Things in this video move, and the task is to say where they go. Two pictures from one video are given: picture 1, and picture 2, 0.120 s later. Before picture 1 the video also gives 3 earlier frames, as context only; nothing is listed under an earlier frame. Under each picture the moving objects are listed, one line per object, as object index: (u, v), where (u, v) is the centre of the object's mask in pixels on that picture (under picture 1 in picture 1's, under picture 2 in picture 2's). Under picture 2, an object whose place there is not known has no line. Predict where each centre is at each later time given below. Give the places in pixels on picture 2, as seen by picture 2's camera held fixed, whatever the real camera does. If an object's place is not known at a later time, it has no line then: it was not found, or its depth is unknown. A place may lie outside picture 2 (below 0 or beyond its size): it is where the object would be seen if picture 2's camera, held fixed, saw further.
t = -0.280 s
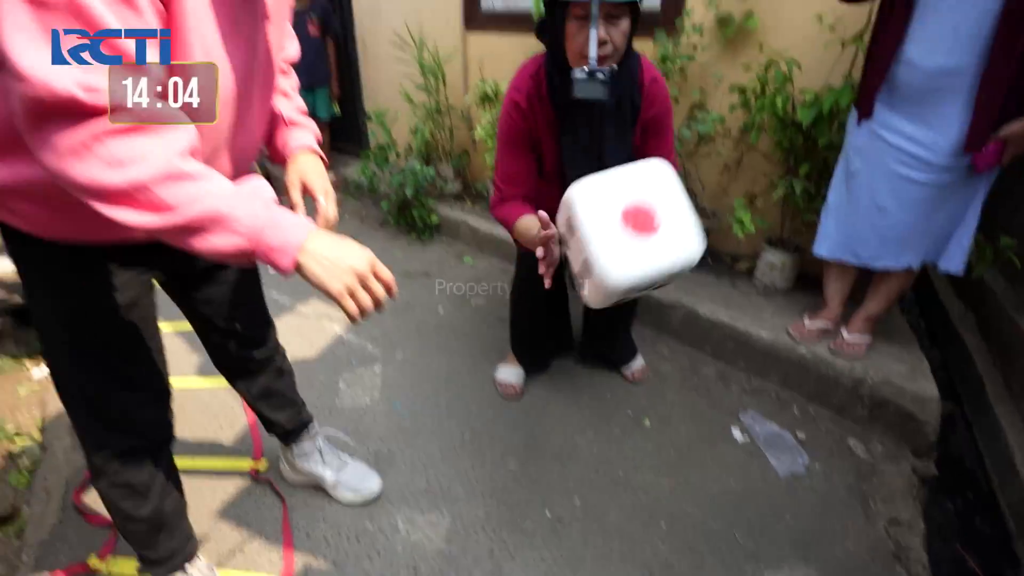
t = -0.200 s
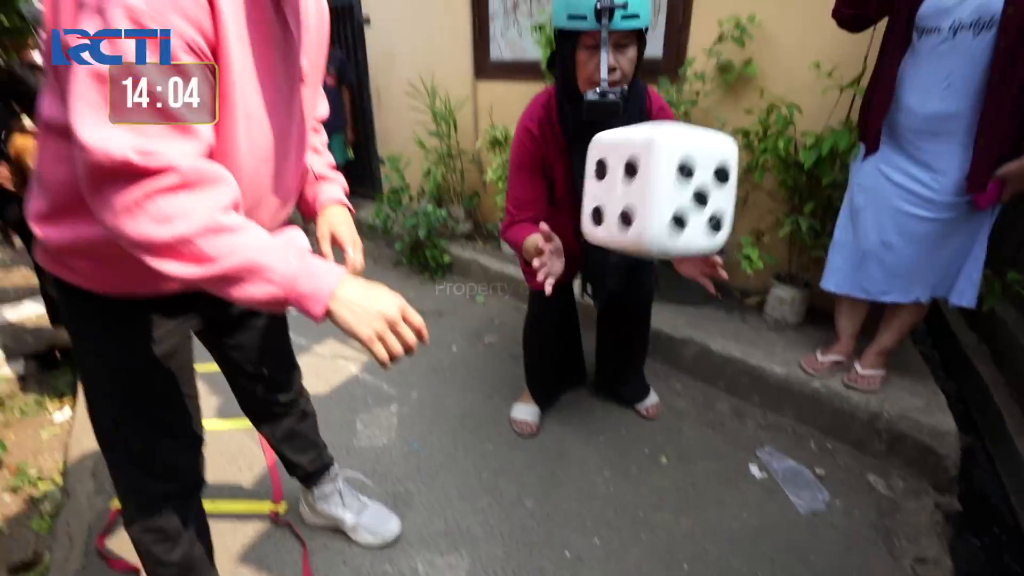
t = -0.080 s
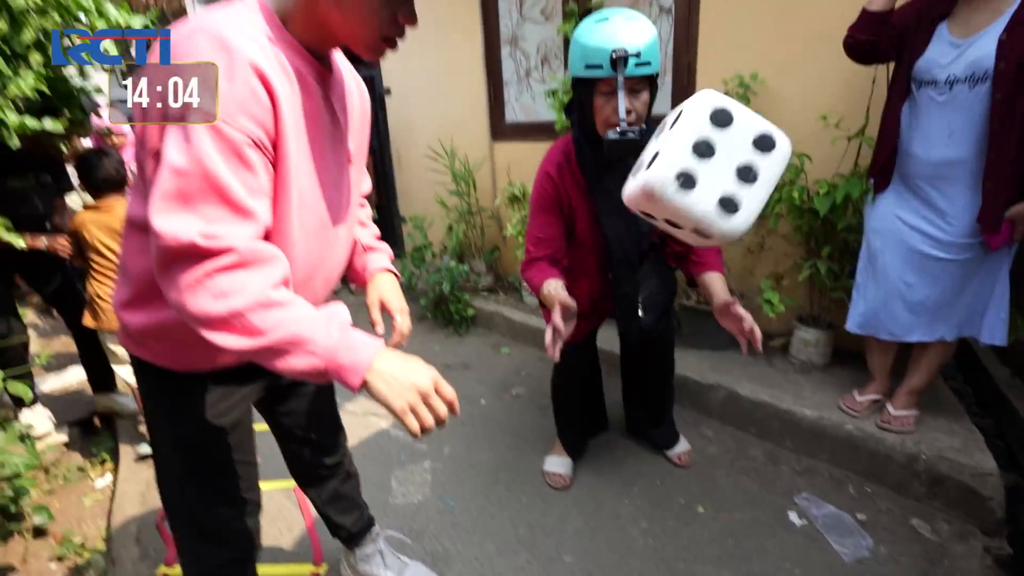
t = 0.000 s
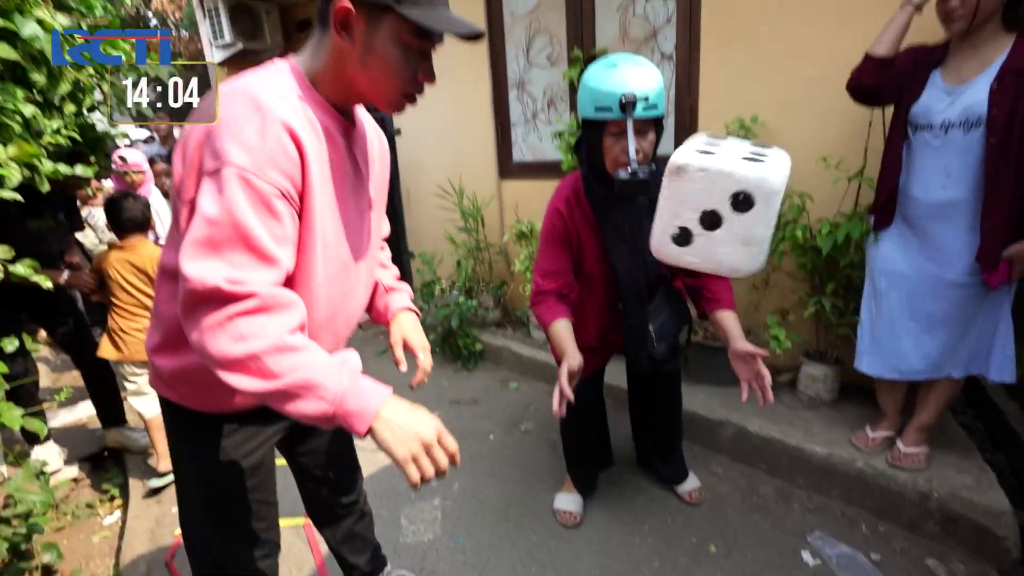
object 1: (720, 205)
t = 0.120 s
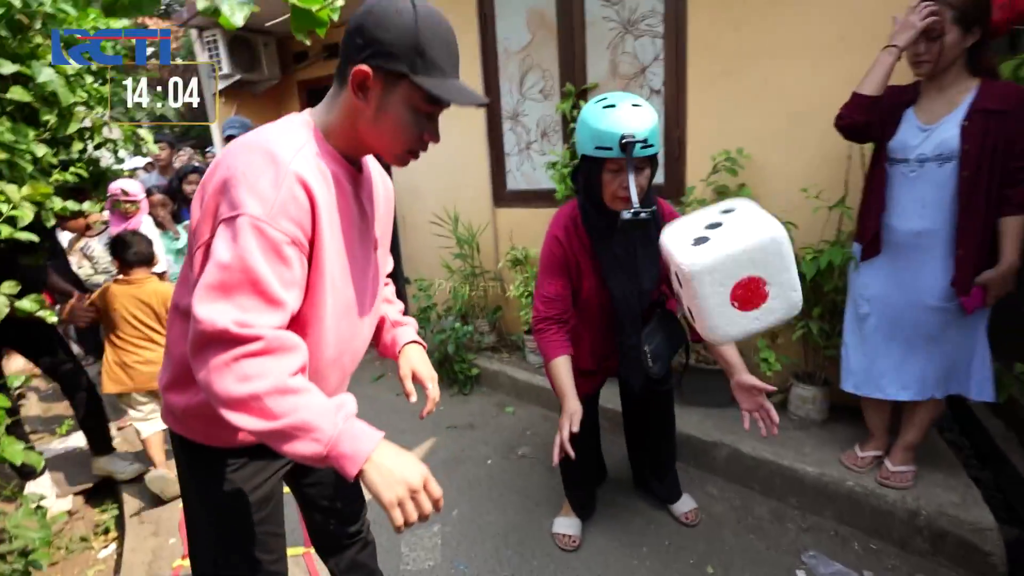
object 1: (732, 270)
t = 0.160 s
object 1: (740, 293)
